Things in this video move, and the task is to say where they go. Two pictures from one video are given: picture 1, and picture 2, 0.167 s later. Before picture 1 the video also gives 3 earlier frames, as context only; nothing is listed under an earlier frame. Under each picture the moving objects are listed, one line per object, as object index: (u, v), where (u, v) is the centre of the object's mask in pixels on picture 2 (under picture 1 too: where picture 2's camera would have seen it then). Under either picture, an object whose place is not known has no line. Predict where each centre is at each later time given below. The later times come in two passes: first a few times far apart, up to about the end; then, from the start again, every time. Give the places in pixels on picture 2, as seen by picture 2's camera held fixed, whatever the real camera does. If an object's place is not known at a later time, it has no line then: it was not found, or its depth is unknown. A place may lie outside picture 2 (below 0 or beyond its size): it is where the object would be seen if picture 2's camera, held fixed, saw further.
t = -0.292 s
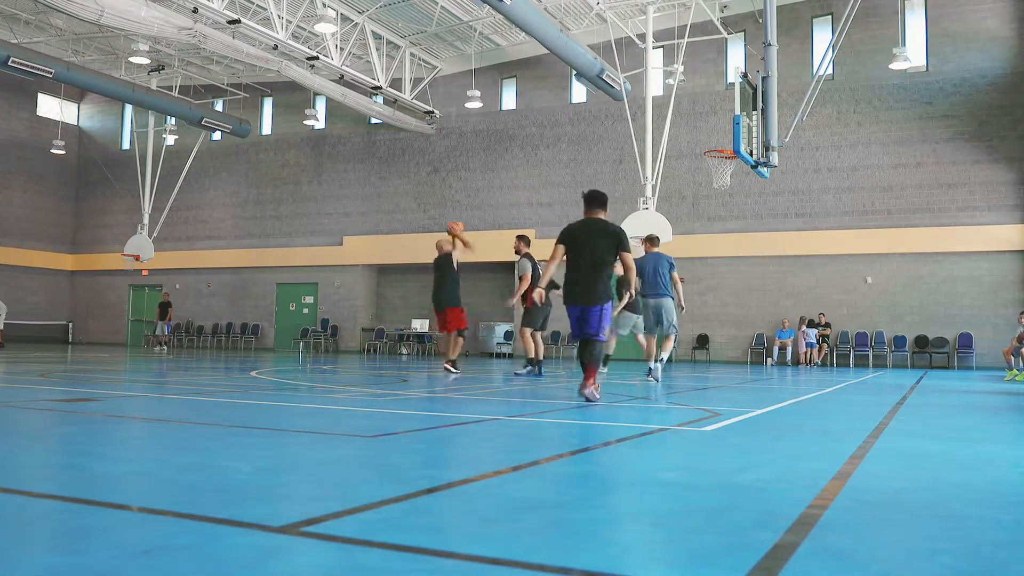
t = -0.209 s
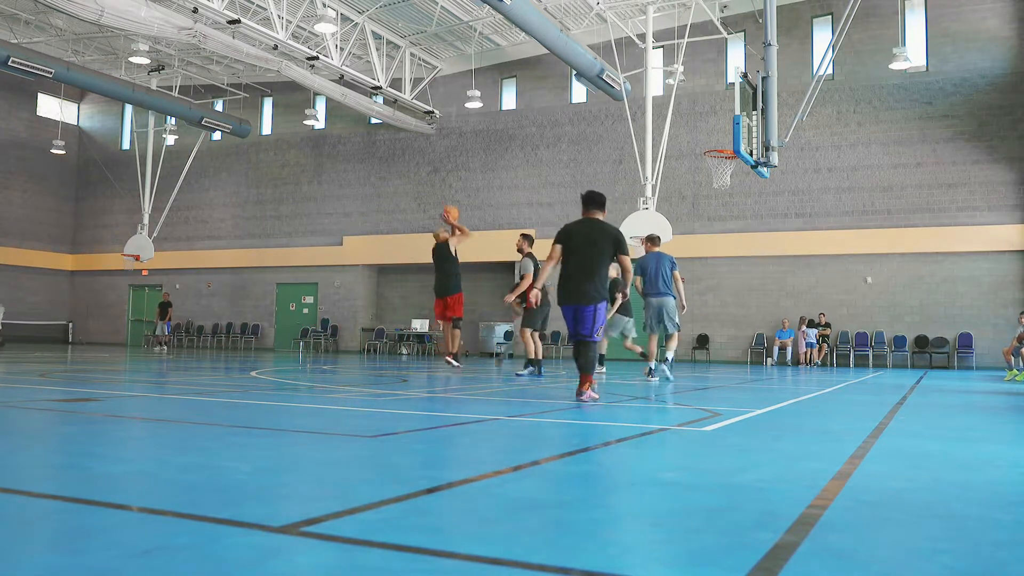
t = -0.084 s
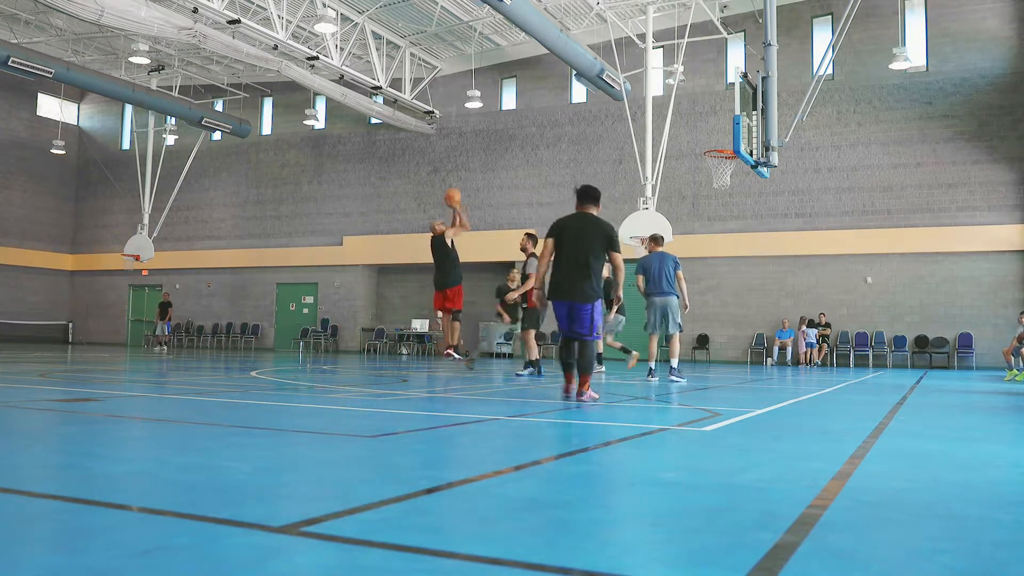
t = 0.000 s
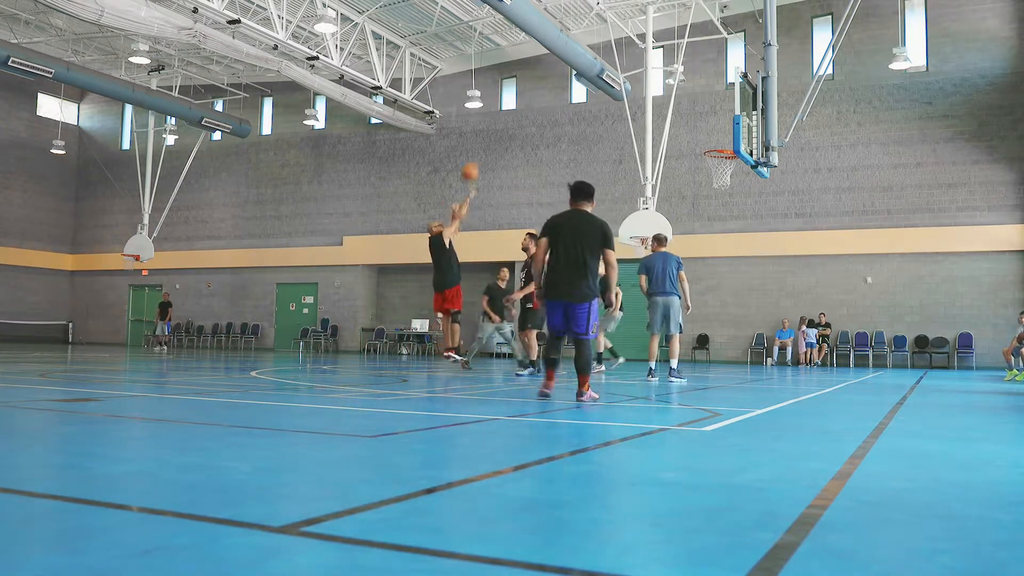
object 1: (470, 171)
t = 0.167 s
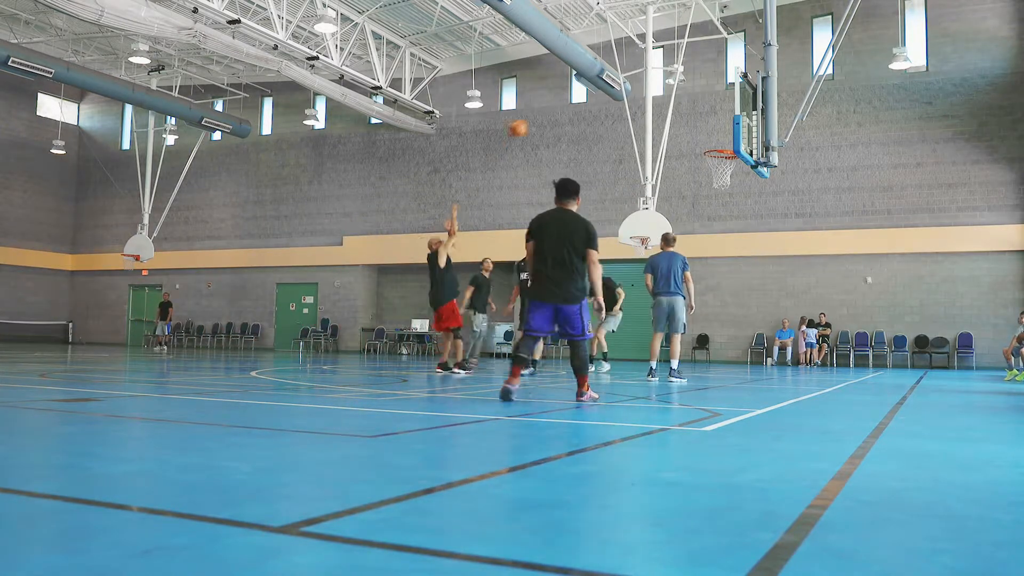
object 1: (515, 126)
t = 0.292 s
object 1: (554, 107)
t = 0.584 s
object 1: (636, 101)
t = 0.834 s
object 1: (708, 144)
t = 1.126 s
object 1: (792, 256)
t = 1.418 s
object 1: (862, 339)
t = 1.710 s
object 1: (882, 250)
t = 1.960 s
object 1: (904, 222)
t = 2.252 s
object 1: (926, 249)
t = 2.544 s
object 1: (952, 341)
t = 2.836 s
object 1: (975, 316)
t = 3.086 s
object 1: (996, 288)
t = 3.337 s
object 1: (1016, 307)
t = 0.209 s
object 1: (530, 119)
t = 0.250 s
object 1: (543, 112)
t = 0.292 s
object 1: (554, 107)
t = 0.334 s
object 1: (564, 103)
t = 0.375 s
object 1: (575, 100)
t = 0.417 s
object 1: (590, 97)
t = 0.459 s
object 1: (601, 96)
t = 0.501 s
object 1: (612, 97)
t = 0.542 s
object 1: (624, 98)
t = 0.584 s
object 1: (636, 101)
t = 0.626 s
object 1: (648, 105)
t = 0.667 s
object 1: (660, 111)
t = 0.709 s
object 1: (672, 116)
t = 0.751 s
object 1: (684, 124)
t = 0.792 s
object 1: (695, 133)
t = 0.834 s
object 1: (708, 144)
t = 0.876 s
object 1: (718, 155)
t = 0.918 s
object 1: (734, 169)
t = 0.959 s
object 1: (744, 183)
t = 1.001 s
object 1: (757, 198)
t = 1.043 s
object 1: (769, 216)
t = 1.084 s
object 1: (779, 235)
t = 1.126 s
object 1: (792, 256)
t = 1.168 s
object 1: (806, 277)
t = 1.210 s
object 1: (818, 299)
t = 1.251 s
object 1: (832, 323)
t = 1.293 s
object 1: (843, 348)
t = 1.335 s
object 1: (854, 372)
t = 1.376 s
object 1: (859, 357)
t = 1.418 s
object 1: (862, 339)
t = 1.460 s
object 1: (864, 322)
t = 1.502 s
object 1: (868, 307)
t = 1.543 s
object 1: (871, 292)
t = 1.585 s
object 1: (875, 280)
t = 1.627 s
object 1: (878, 268)
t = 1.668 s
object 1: (881, 258)
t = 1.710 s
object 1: (882, 250)
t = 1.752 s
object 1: (886, 242)
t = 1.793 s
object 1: (889, 235)
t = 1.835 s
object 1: (894, 230)
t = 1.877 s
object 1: (897, 226)
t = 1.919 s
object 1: (901, 223)
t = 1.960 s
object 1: (904, 222)
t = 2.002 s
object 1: (907, 222)
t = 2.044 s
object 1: (911, 223)
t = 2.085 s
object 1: (914, 226)
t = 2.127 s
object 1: (917, 230)
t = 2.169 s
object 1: (920, 235)
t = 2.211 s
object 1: (923, 241)
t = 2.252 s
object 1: (926, 249)
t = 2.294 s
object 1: (930, 258)
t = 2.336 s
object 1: (934, 268)
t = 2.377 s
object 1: (937, 281)
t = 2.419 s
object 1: (940, 294)
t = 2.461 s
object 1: (944, 308)
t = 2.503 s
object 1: (947, 324)
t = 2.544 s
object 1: (952, 341)
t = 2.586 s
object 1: (955, 359)
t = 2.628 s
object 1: (957, 375)
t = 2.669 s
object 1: (962, 361)
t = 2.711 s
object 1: (965, 348)
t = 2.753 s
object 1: (968, 335)
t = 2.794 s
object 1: (972, 325)
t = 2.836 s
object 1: (975, 316)
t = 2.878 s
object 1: (979, 308)
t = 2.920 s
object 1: (982, 302)
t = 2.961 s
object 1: (985, 297)
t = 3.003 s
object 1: (989, 292)
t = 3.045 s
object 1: (992, 290)
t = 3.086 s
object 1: (996, 288)
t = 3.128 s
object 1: (999, 288)
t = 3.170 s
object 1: (1003, 289)
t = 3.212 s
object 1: (1006, 292)
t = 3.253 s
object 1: (1010, 296)
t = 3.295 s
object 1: (1014, 301)
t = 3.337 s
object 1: (1016, 307)
